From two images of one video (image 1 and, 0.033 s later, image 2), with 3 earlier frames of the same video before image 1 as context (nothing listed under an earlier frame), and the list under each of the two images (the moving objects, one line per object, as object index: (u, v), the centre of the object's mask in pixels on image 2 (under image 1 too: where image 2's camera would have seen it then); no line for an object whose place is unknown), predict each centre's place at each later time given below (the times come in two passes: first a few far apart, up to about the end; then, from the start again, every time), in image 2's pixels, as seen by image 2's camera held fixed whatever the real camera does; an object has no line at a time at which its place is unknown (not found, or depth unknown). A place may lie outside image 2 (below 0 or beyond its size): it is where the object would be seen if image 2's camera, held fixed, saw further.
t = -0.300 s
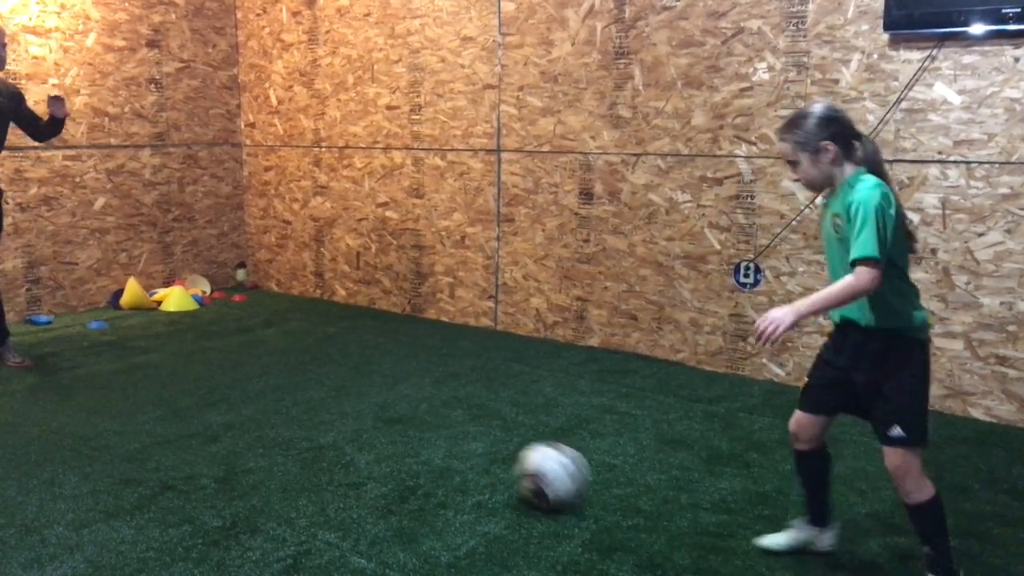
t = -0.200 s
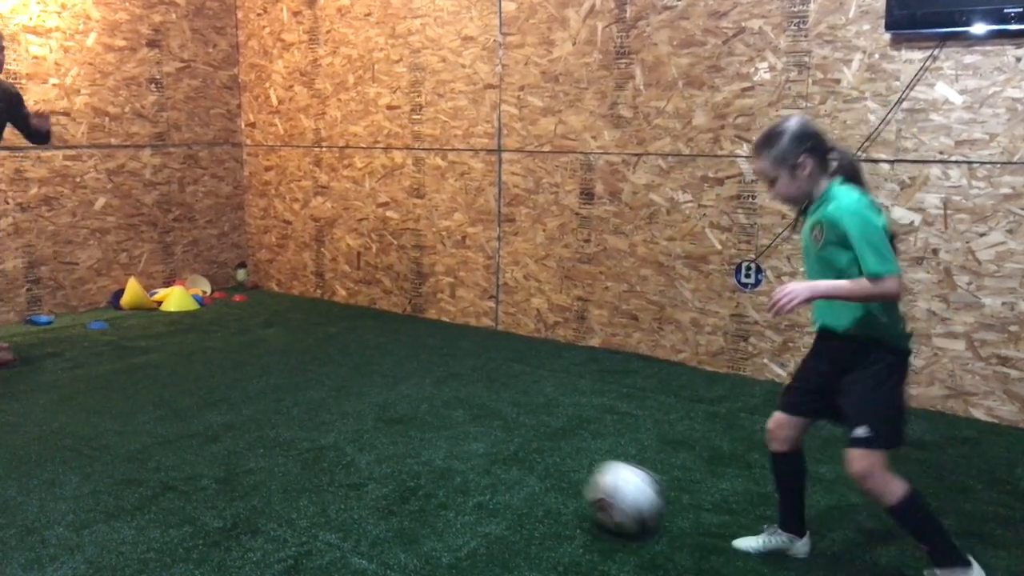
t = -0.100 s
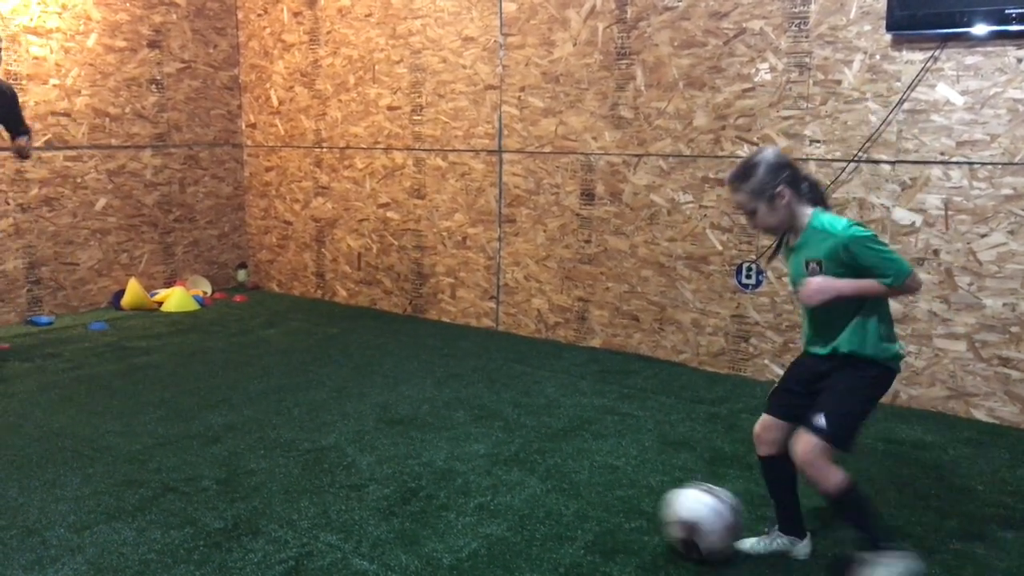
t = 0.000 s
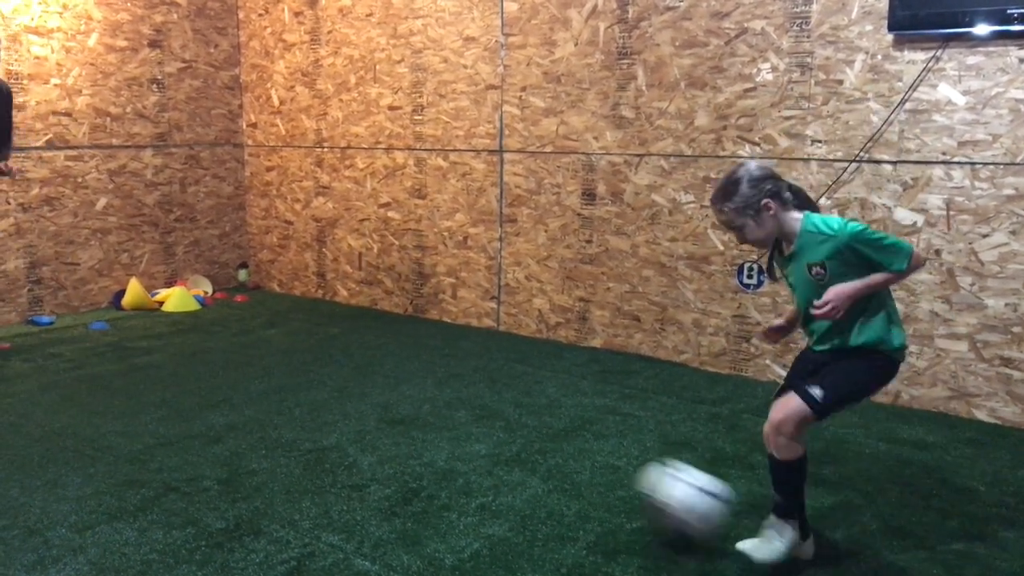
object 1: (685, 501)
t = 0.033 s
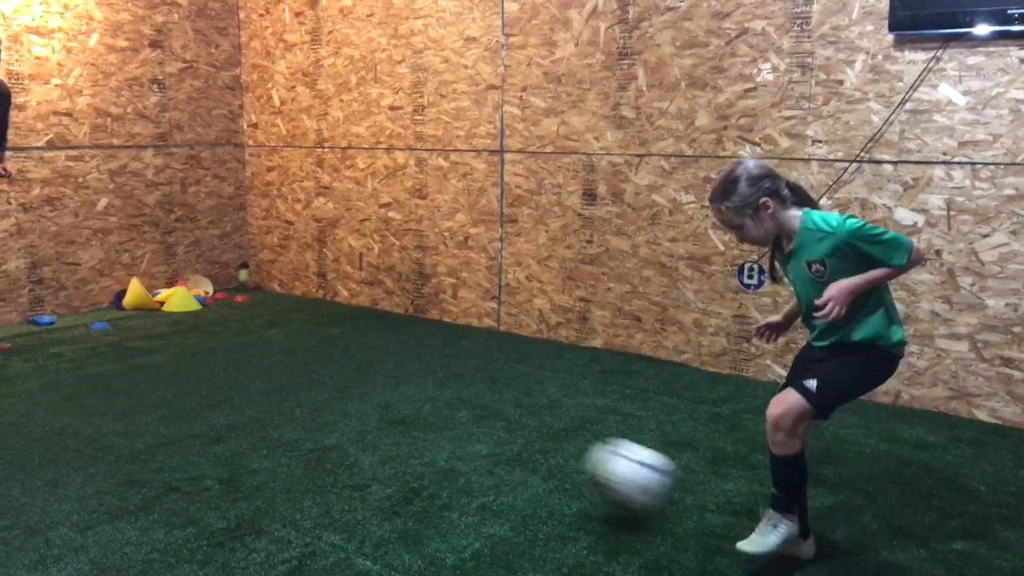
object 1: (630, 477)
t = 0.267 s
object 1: (360, 405)
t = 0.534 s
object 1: (217, 357)
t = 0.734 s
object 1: (148, 341)
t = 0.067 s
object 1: (580, 458)
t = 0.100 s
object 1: (533, 443)
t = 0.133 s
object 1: (493, 434)
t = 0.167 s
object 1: (453, 424)
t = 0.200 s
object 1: (417, 421)
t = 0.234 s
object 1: (385, 418)
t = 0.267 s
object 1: (360, 405)
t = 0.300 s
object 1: (339, 394)
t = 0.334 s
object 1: (316, 388)
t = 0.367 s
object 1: (297, 380)
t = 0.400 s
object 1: (278, 378)
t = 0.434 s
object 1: (260, 378)
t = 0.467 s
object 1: (243, 373)
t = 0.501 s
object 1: (230, 364)
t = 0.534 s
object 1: (217, 357)
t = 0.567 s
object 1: (205, 354)
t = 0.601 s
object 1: (193, 351)
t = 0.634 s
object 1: (181, 352)
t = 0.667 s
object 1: (169, 351)
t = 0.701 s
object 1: (159, 345)
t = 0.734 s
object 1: (148, 341)
